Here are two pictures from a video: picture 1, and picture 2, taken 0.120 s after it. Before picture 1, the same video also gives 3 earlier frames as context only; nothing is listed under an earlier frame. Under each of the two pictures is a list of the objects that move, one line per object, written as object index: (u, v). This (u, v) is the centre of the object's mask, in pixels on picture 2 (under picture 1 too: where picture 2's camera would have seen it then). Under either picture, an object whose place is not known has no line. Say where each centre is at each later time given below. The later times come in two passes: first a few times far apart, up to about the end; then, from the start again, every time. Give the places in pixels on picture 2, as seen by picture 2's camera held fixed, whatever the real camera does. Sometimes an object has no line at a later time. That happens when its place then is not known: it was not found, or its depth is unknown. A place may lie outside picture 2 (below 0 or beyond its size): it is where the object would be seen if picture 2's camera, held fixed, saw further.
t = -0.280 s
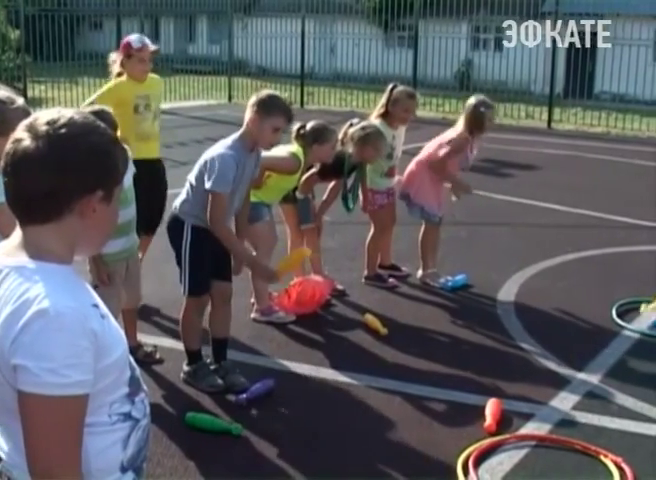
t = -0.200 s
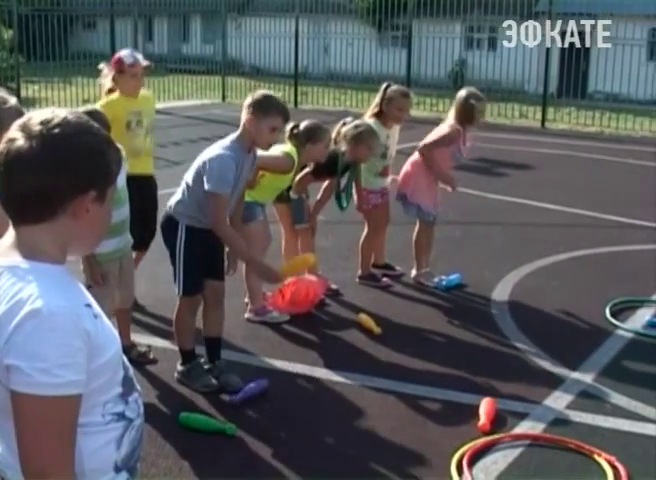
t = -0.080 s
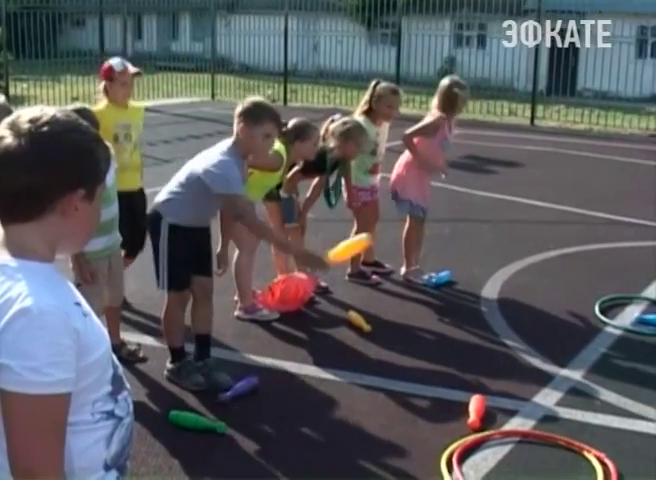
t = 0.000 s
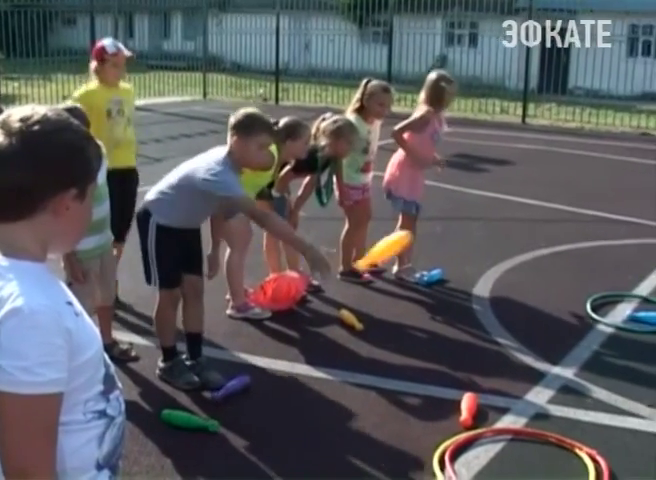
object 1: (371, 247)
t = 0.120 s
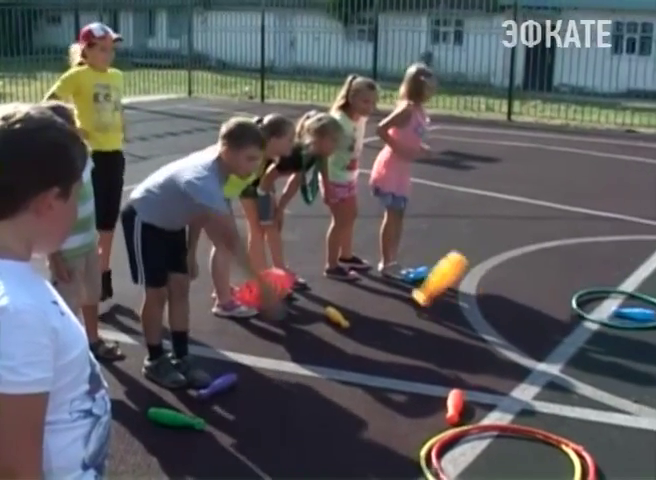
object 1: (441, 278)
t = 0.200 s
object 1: (484, 316)
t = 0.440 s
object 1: (595, 411)
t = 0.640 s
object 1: (687, 388)
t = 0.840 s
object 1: (752, 460)
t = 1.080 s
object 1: (800, 466)
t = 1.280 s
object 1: (816, 464)
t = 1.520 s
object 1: (812, 468)
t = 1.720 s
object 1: (812, 469)
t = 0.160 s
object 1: (463, 295)
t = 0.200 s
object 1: (484, 316)
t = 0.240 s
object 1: (505, 340)
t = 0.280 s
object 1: (524, 366)
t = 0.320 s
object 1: (542, 400)
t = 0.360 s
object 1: (558, 433)
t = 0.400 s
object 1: (577, 428)
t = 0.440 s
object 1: (595, 411)
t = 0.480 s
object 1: (613, 396)
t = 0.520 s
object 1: (633, 385)
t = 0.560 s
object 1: (654, 381)
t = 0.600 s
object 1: (672, 382)
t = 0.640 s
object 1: (687, 388)
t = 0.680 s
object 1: (700, 395)
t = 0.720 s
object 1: (710, 404)
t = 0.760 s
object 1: (726, 420)
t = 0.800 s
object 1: (739, 441)
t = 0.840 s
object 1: (752, 460)
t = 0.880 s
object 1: (761, 468)
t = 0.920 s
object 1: (770, 463)
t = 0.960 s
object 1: (777, 459)
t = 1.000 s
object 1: (785, 459)
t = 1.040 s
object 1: (793, 463)
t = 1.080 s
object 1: (800, 466)
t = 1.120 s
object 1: (803, 466)
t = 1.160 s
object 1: (806, 469)
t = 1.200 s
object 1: (811, 476)
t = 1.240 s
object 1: (813, 470)
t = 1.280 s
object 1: (816, 464)
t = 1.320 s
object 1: (817, 462)
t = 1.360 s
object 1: (816, 464)
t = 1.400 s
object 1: (815, 468)
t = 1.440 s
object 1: (813, 473)
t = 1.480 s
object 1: (812, 471)
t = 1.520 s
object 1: (812, 468)
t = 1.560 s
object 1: (811, 468)
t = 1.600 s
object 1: (811, 469)
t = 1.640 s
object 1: (811, 471)
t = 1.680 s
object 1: (811, 469)
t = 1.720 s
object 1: (812, 469)
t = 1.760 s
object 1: (812, 470)
